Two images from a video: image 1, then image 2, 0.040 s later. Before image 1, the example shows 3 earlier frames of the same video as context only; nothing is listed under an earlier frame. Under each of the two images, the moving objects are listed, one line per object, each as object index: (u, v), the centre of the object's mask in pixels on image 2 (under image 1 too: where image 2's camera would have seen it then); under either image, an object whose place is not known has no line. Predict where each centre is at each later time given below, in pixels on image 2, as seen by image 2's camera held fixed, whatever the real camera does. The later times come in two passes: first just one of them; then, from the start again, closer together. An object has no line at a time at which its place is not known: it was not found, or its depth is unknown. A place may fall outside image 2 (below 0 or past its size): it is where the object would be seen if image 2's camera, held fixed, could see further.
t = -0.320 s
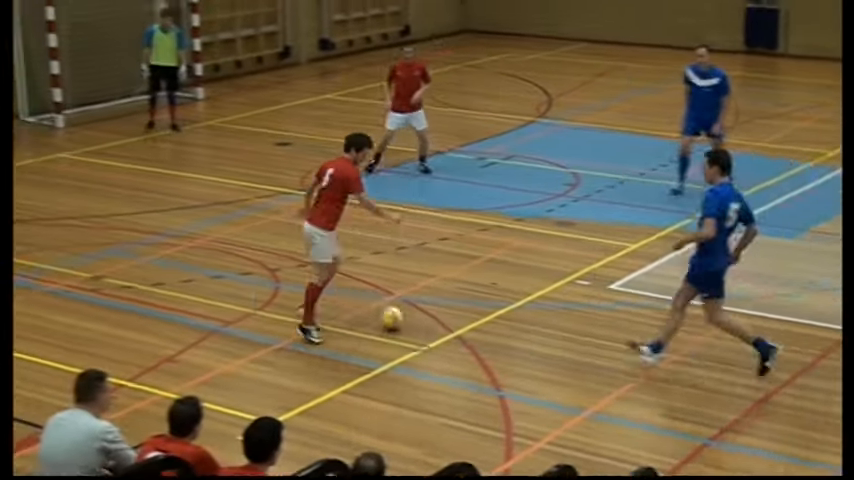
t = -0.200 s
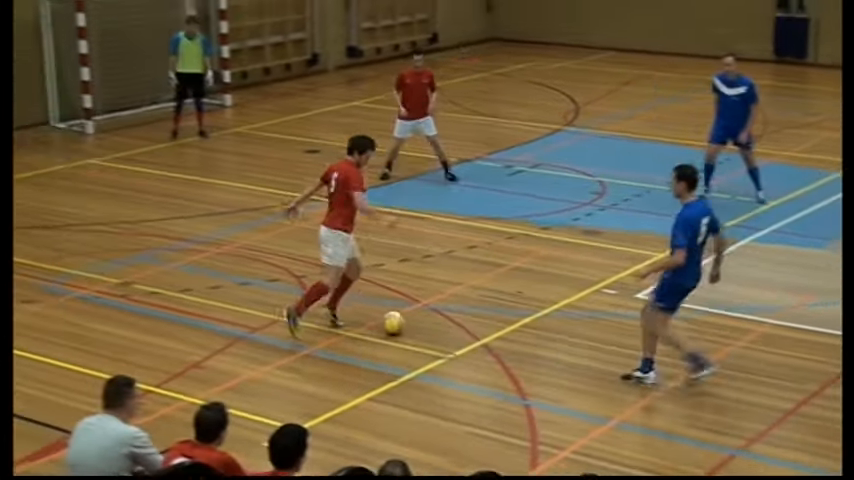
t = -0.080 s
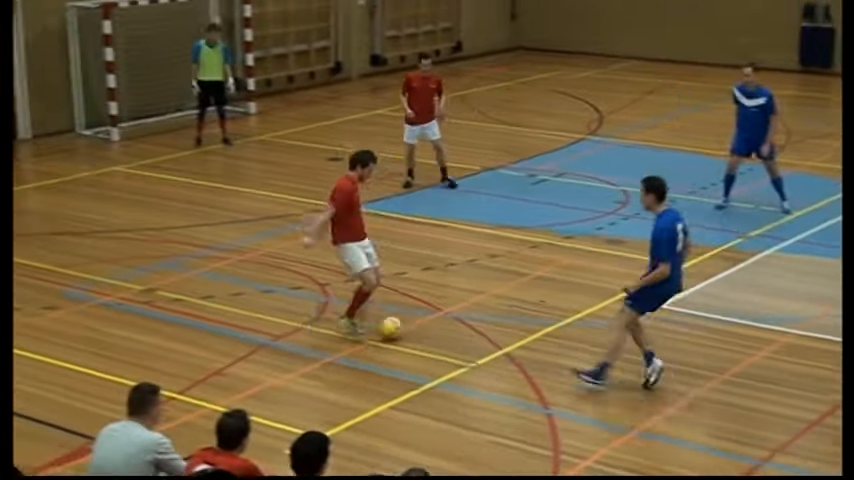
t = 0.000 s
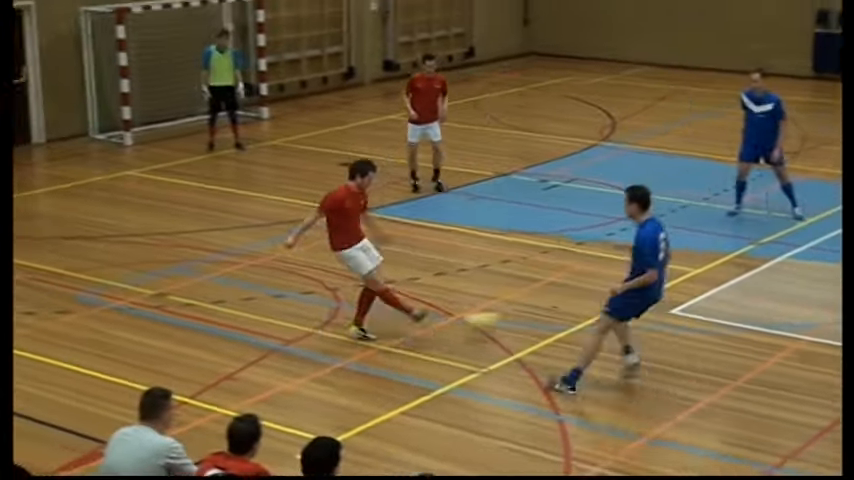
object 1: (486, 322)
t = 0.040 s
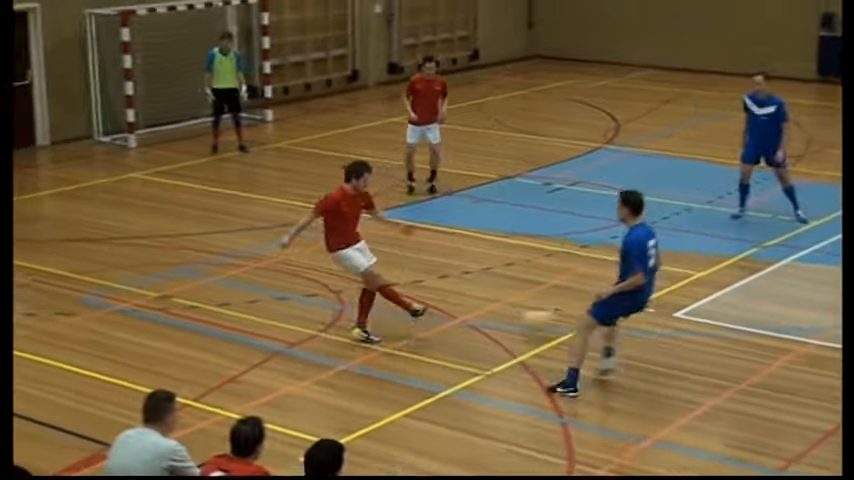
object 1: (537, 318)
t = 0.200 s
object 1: (741, 318)
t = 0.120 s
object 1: (641, 318)
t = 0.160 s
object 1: (694, 320)
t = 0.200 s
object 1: (741, 318)
